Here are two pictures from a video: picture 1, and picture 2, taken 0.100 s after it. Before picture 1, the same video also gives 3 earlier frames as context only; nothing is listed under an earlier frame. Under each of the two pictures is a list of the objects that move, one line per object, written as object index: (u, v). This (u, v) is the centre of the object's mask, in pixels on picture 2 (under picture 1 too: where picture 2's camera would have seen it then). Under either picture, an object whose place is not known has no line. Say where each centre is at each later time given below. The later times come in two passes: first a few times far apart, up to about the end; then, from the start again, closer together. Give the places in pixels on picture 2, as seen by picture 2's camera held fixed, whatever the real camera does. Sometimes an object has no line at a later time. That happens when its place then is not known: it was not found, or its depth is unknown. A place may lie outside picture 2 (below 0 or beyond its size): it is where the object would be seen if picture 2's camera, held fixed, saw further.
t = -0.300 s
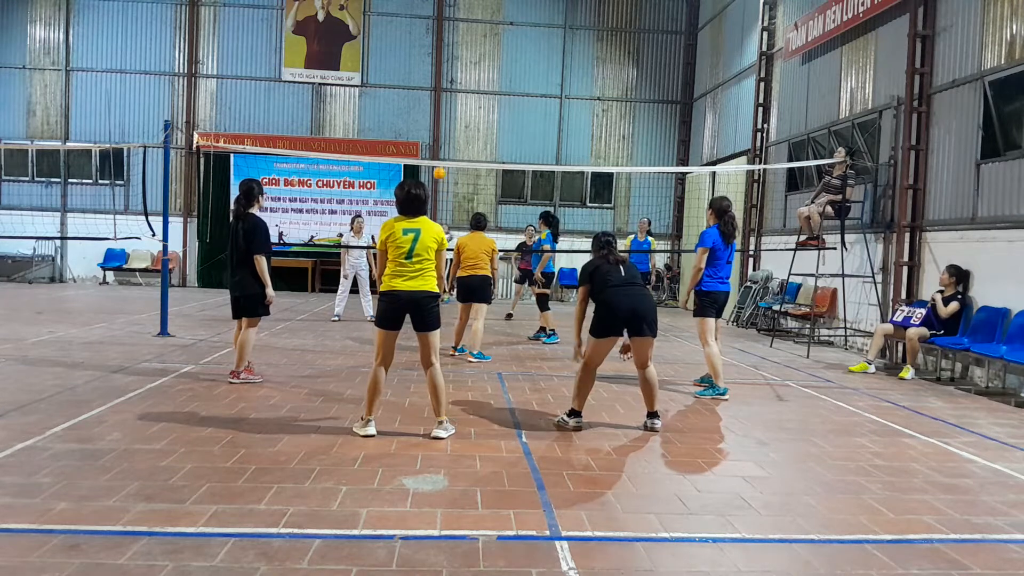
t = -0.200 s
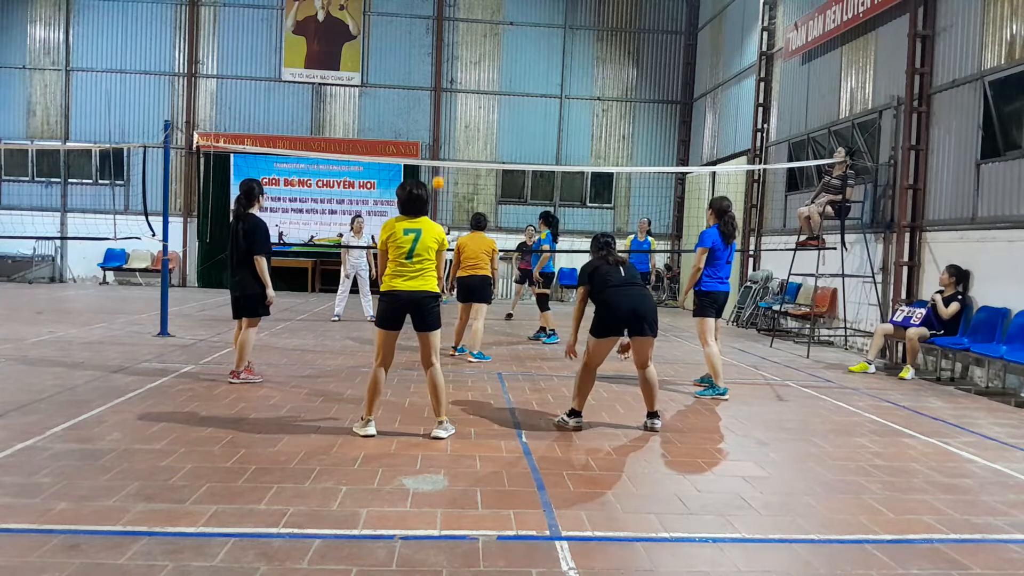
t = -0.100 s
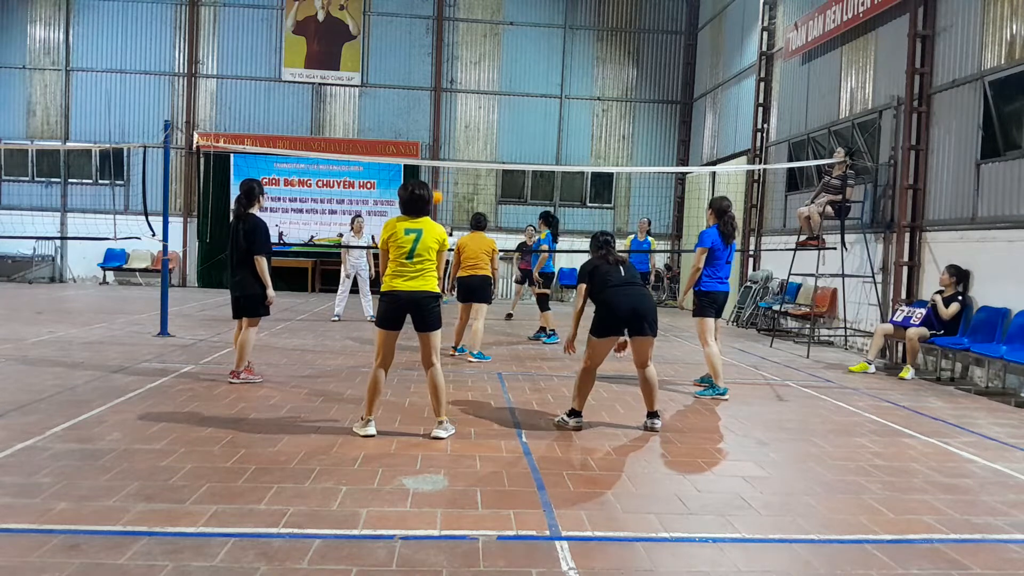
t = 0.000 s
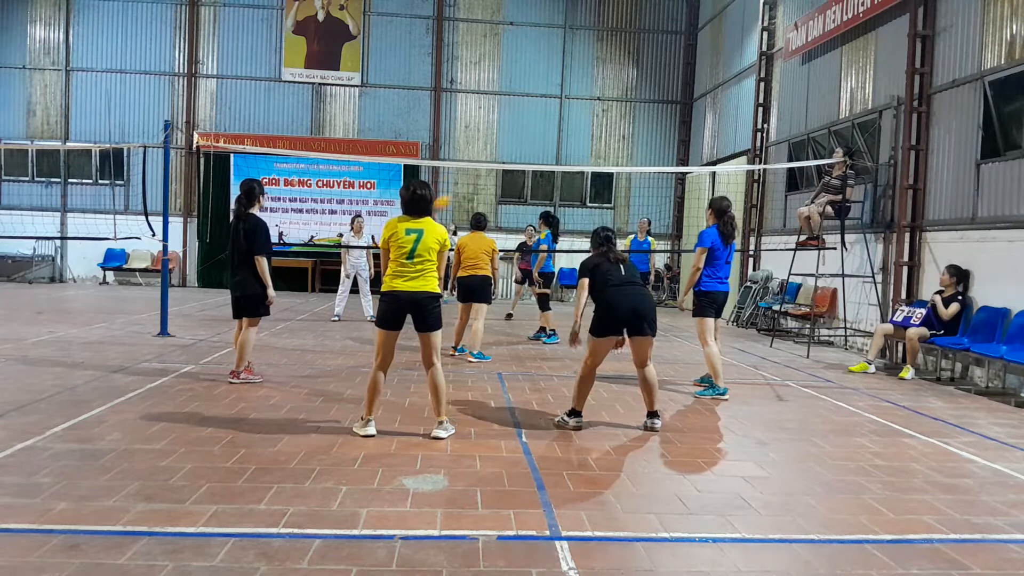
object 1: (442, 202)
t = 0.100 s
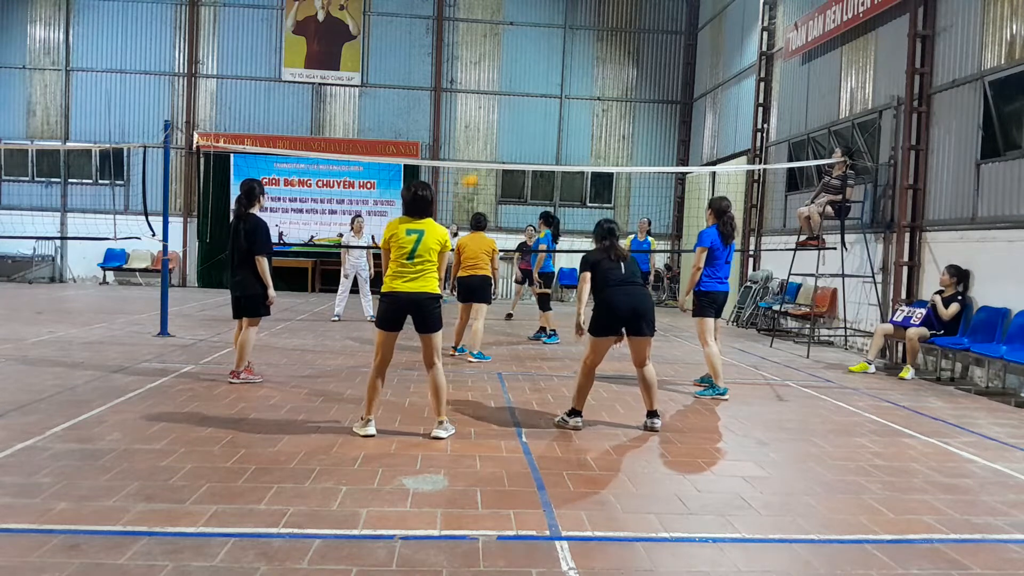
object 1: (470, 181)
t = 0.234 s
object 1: (511, 156)
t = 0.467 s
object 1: (593, 135)
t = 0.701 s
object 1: (700, 156)
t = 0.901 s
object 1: (824, 238)
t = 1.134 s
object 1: (1005, 391)
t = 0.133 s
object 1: (479, 175)
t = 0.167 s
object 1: (488, 172)
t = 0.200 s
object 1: (502, 159)
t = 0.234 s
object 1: (511, 156)
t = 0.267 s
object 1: (521, 151)
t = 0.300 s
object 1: (531, 146)
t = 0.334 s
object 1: (543, 143)
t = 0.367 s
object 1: (555, 140)
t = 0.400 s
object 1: (567, 137)
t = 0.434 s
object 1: (579, 136)
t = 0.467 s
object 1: (593, 135)
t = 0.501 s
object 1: (607, 135)
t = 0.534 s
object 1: (621, 135)
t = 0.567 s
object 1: (637, 136)
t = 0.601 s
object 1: (652, 140)
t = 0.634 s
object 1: (667, 144)
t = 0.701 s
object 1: (700, 156)
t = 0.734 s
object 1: (719, 166)
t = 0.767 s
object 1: (741, 180)
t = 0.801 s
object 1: (760, 191)
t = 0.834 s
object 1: (779, 203)
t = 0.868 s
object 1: (802, 221)
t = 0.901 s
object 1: (824, 238)
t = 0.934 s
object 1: (850, 260)
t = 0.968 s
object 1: (876, 288)
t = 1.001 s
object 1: (897, 312)
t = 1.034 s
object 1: (929, 350)
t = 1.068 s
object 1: (954, 379)
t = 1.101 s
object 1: (982, 410)
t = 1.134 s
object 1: (1005, 391)
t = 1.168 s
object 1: (1016, 377)
